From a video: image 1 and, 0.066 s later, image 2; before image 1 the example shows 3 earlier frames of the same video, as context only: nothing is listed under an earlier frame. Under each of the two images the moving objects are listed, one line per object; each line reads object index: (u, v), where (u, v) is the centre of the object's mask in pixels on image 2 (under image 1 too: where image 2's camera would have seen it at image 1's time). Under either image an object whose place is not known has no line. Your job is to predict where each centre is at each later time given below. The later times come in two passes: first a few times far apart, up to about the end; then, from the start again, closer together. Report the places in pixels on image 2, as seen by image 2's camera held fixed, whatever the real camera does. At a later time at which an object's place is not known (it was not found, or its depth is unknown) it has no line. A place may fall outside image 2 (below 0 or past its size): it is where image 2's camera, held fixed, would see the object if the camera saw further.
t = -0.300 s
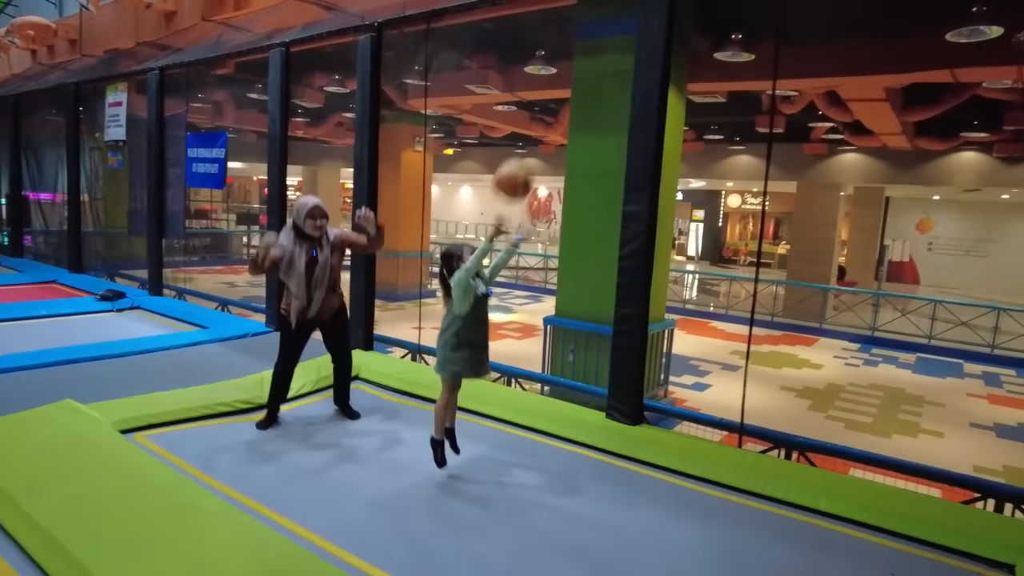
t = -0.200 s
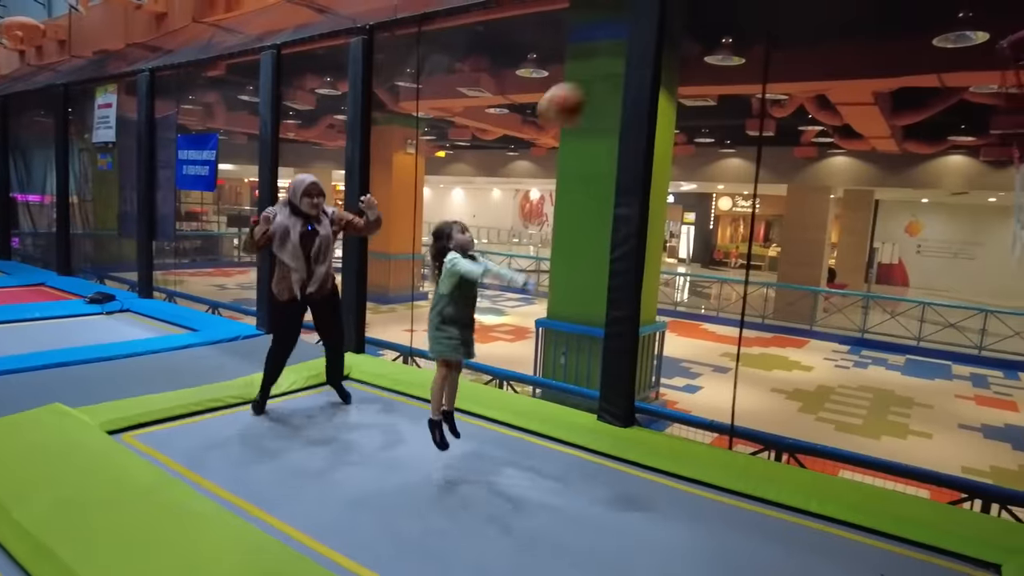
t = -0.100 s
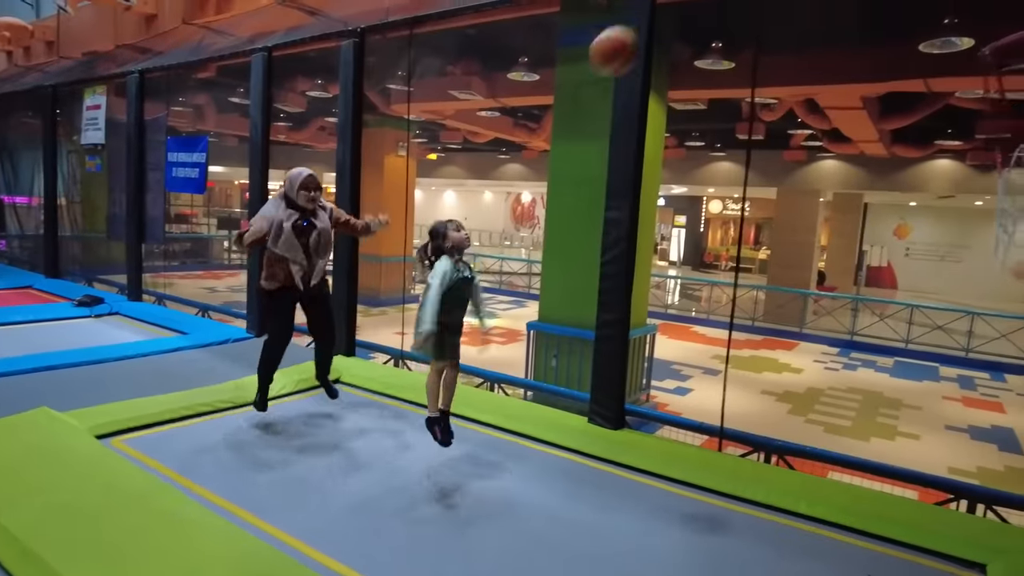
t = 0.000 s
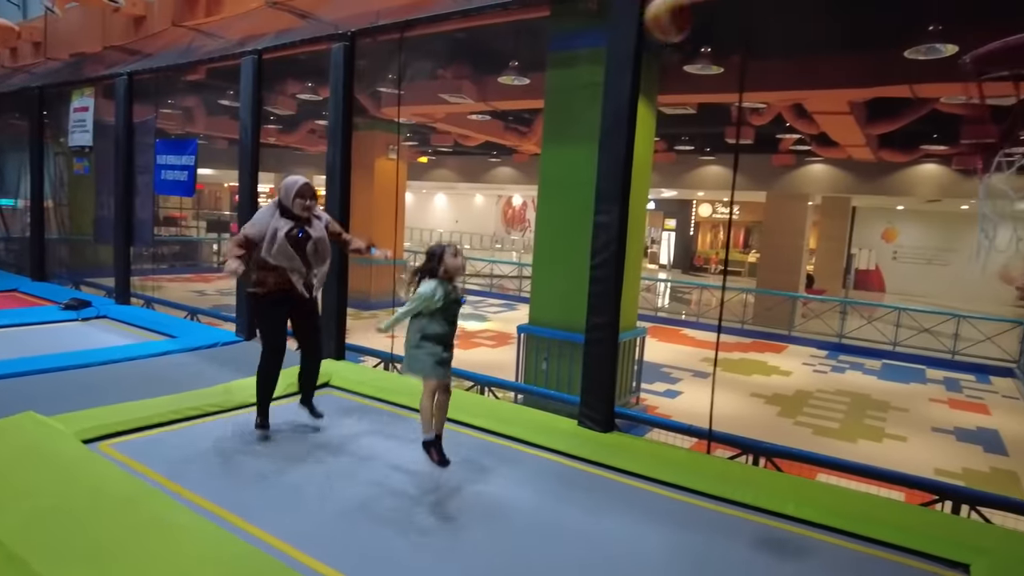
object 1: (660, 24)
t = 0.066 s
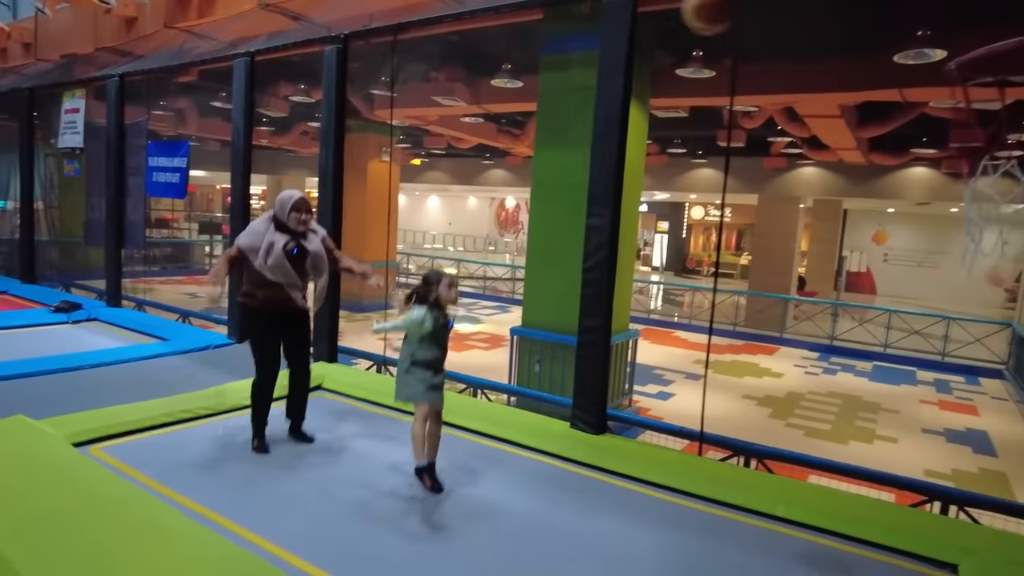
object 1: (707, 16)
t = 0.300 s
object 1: (876, 70)
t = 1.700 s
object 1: (620, 468)
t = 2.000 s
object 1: (541, 454)
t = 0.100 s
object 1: (728, 14)
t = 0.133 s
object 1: (753, 14)
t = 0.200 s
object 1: (802, 22)
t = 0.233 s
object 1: (826, 34)
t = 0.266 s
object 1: (851, 51)
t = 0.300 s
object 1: (876, 70)
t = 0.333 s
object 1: (903, 97)
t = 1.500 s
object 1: (672, 487)
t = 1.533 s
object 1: (662, 484)
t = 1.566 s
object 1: (653, 479)
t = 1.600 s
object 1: (644, 475)
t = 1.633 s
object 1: (637, 472)
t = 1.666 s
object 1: (629, 470)
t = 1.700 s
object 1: (620, 468)
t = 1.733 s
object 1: (612, 467)
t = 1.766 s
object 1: (603, 467)
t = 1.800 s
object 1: (594, 467)
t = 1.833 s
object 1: (585, 464)
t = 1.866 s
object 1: (577, 461)
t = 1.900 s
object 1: (568, 459)
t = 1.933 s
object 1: (559, 458)
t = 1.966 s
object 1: (550, 455)
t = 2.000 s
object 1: (541, 454)
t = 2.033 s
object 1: (533, 452)
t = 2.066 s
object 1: (525, 450)
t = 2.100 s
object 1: (517, 449)
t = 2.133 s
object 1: (508, 449)
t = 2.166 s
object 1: (499, 448)
